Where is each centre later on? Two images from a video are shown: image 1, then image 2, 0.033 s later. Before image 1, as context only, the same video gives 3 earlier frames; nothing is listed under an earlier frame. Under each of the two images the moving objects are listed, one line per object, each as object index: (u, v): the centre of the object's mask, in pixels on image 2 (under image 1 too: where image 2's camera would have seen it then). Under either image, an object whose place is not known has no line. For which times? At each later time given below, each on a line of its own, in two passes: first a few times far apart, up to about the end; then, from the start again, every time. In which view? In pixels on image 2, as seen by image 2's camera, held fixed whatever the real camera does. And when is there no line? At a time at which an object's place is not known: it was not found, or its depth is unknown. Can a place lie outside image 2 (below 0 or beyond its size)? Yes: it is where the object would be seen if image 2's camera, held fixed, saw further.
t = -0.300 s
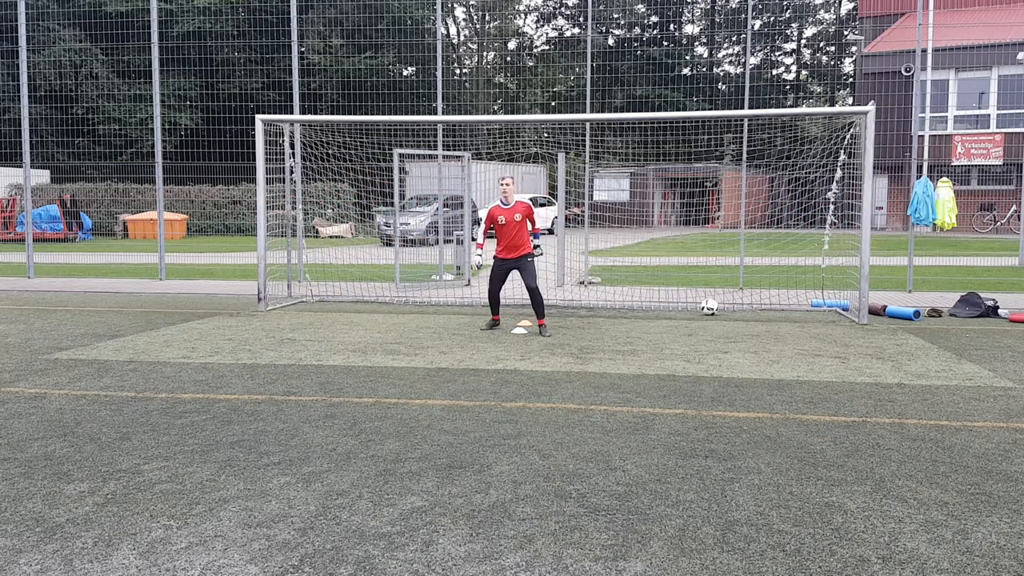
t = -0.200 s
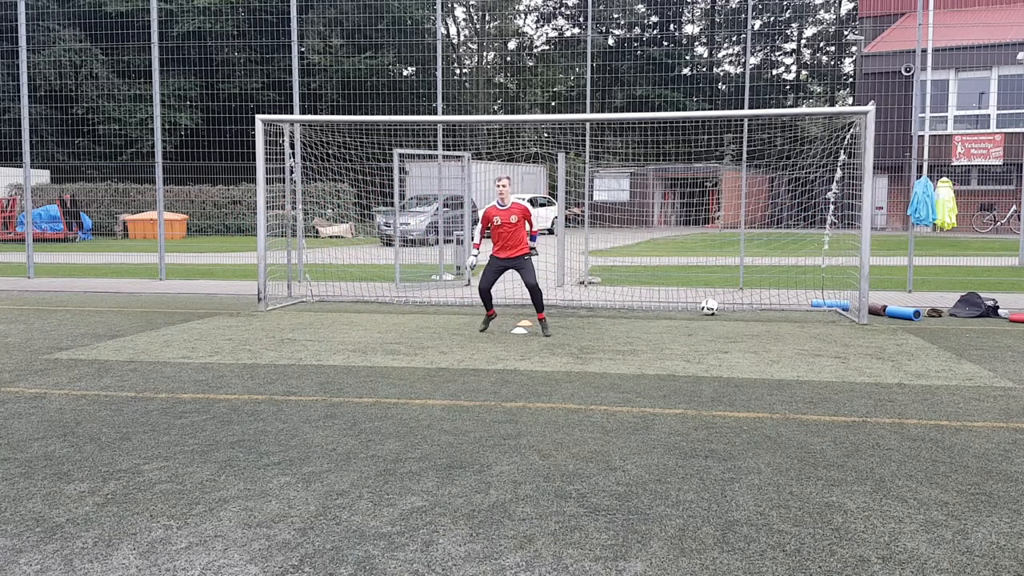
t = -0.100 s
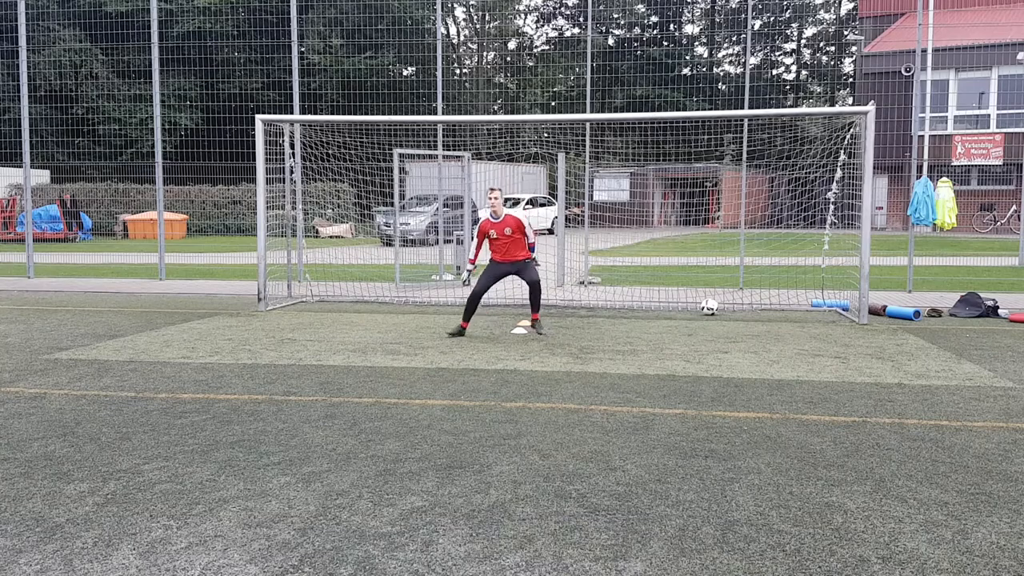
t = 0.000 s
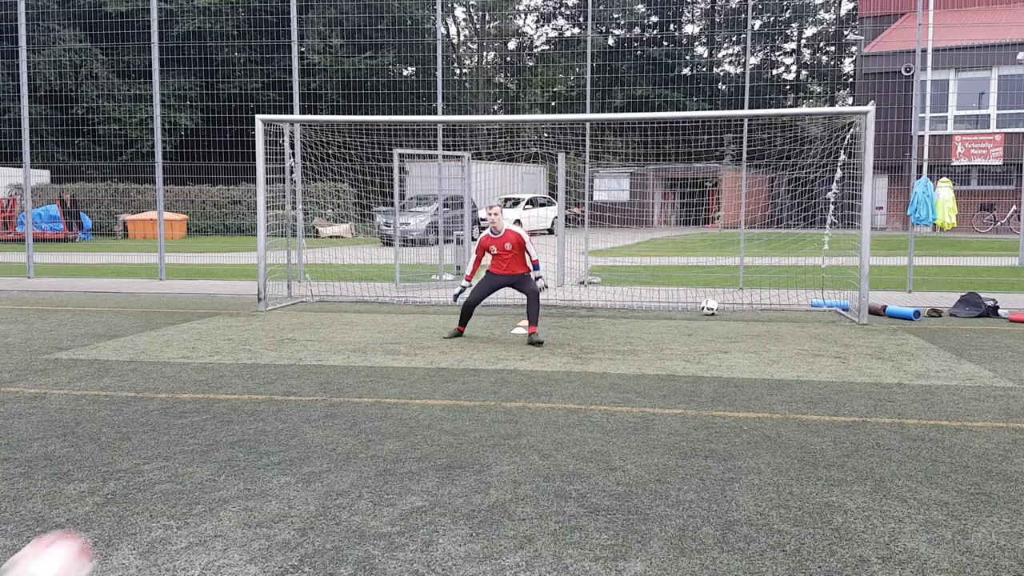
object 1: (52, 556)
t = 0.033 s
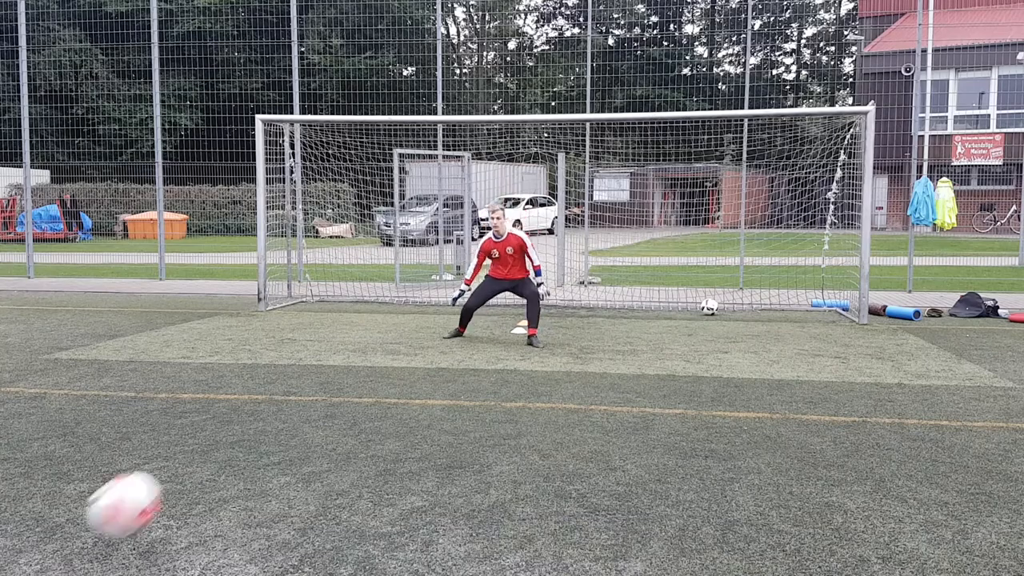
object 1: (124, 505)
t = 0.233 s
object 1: (284, 355)
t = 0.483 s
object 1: (323, 306)
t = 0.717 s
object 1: (332, 287)
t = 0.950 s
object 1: (336, 264)
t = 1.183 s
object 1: (345, 278)
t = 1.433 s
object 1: (353, 289)
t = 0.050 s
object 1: (153, 481)
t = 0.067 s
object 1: (177, 461)
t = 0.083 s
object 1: (197, 445)
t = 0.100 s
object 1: (214, 431)
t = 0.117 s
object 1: (228, 421)
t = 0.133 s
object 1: (240, 413)
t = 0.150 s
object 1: (251, 403)
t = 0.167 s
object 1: (259, 391)
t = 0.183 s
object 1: (266, 381)
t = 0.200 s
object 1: (272, 371)
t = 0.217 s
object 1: (279, 362)
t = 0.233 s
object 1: (284, 355)
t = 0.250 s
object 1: (289, 350)
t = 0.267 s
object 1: (294, 346)
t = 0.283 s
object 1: (298, 341)
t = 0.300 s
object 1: (301, 338)
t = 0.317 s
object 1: (304, 336)
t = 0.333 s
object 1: (307, 334)
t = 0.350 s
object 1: (310, 332)
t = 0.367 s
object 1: (312, 329)
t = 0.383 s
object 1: (314, 324)
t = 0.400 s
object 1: (316, 319)
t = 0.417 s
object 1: (317, 316)
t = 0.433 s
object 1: (319, 313)
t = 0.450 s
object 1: (320, 310)
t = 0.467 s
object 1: (322, 308)
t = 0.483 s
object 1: (323, 306)
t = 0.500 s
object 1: (324, 305)
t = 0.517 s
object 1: (325, 304)
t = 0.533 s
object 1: (326, 303)
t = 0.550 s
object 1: (326, 303)
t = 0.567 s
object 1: (327, 303)
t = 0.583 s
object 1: (328, 301)
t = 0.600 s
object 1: (328, 299)
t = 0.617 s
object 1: (329, 296)
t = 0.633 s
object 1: (329, 294)
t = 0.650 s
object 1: (330, 293)
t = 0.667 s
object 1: (330, 292)
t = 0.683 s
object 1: (331, 291)
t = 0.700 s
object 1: (330, 288)
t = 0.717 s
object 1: (332, 287)
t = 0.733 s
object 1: (332, 284)
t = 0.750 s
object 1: (332, 282)
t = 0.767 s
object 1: (332, 279)
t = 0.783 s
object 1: (332, 277)
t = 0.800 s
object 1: (332, 275)
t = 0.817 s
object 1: (332, 273)
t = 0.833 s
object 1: (332, 271)
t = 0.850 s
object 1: (333, 270)
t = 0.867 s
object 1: (334, 268)
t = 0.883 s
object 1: (333, 267)
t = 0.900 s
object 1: (334, 266)
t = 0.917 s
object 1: (335, 266)
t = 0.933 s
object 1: (335, 265)
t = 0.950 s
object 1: (336, 264)
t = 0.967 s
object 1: (336, 264)
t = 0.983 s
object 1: (337, 264)
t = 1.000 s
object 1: (337, 264)
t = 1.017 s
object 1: (338, 264)
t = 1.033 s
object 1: (338, 265)
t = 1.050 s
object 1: (339, 266)
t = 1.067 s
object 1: (340, 266)
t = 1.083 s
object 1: (341, 267)
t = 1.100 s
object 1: (341, 269)
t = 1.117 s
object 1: (342, 270)
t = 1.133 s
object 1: (342, 271)
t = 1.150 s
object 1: (344, 273)
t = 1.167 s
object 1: (345, 275)
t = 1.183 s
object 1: (345, 278)
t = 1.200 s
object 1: (346, 280)
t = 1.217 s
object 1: (346, 283)
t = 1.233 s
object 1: (347, 286)
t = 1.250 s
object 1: (348, 288)
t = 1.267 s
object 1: (349, 292)
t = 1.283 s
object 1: (350, 295)
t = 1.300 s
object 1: (350, 299)
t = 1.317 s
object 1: (351, 299)
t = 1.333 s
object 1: (351, 297)
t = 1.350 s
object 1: (351, 295)
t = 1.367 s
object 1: (352, 293)
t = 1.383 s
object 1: (352, 291)
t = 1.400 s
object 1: (353, 291)
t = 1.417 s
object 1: (353, 290)
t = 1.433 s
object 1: (353, 289)
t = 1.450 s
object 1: (354, 288)
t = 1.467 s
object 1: (354, 287)
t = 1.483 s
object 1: (354, 287)
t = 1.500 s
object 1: (354, 287)
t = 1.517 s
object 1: (355, 288)
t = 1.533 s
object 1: (355, 288)
